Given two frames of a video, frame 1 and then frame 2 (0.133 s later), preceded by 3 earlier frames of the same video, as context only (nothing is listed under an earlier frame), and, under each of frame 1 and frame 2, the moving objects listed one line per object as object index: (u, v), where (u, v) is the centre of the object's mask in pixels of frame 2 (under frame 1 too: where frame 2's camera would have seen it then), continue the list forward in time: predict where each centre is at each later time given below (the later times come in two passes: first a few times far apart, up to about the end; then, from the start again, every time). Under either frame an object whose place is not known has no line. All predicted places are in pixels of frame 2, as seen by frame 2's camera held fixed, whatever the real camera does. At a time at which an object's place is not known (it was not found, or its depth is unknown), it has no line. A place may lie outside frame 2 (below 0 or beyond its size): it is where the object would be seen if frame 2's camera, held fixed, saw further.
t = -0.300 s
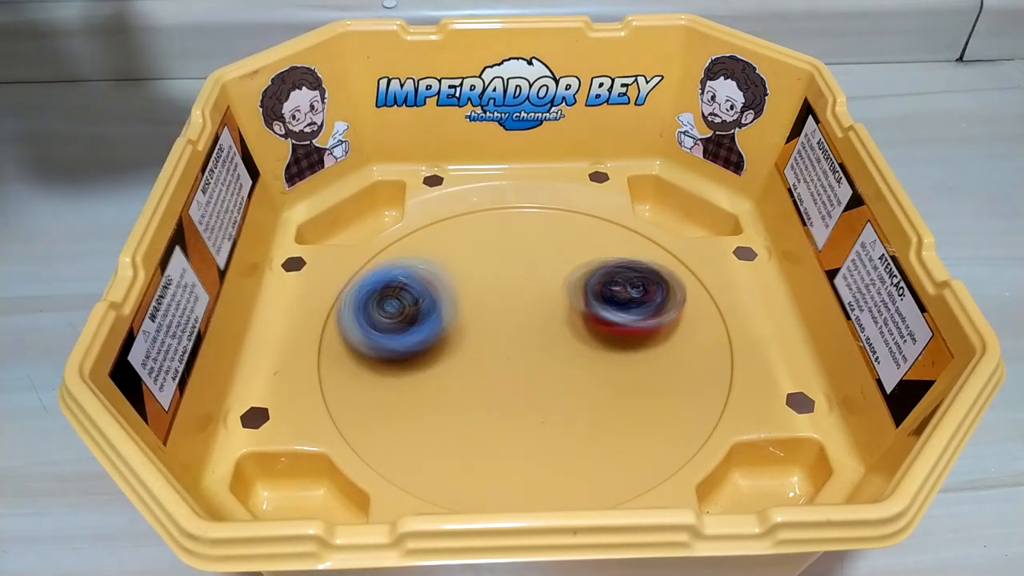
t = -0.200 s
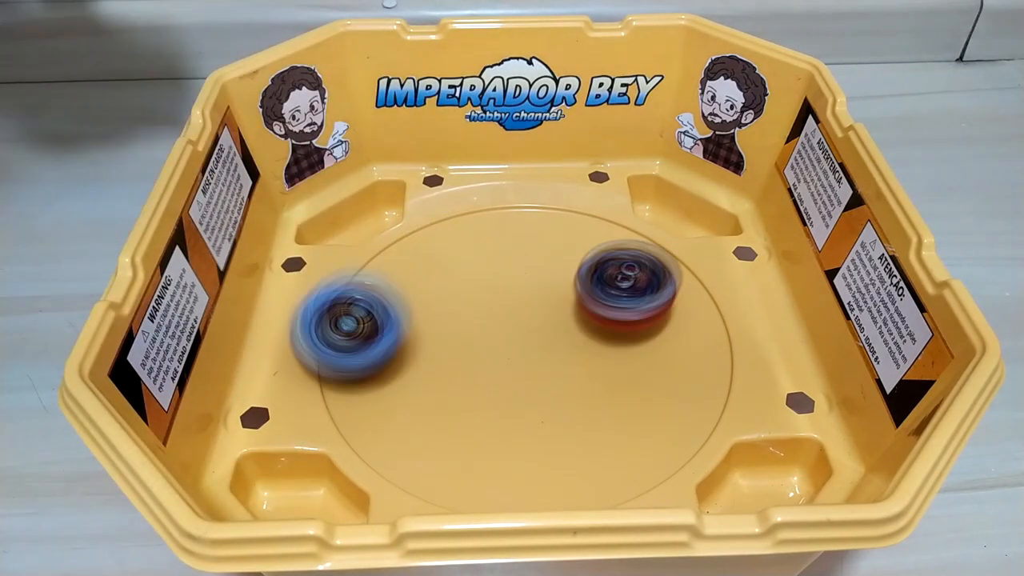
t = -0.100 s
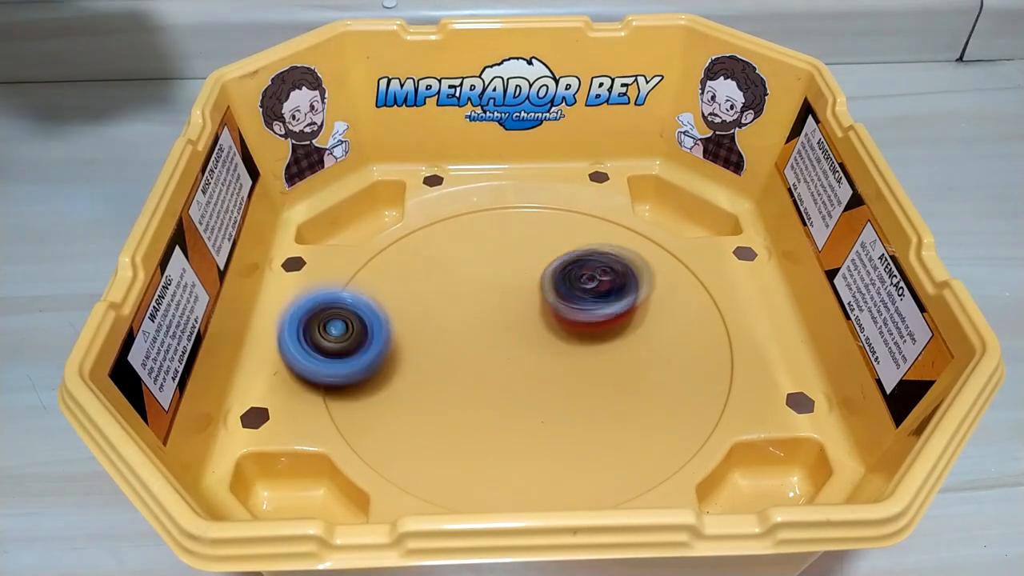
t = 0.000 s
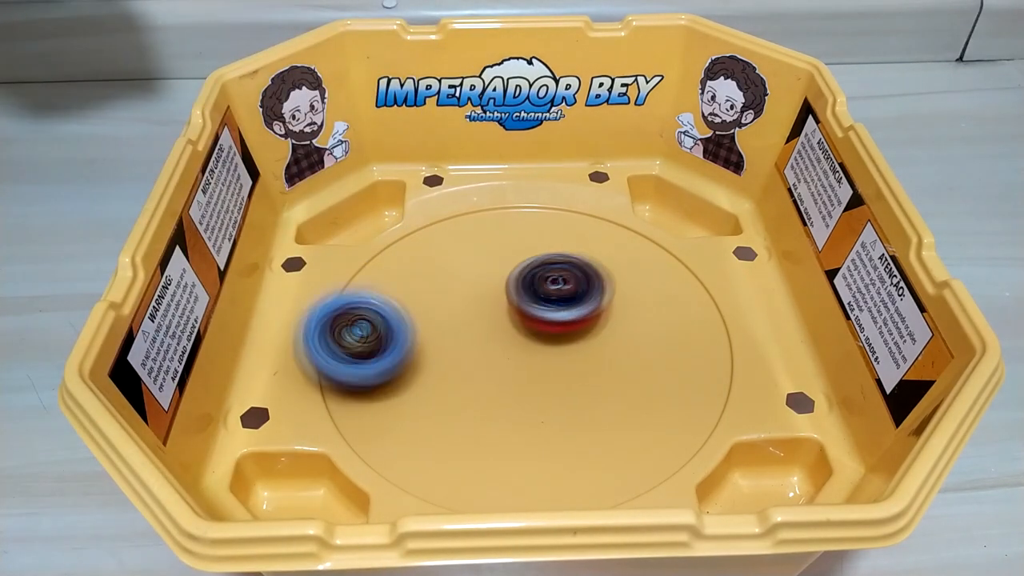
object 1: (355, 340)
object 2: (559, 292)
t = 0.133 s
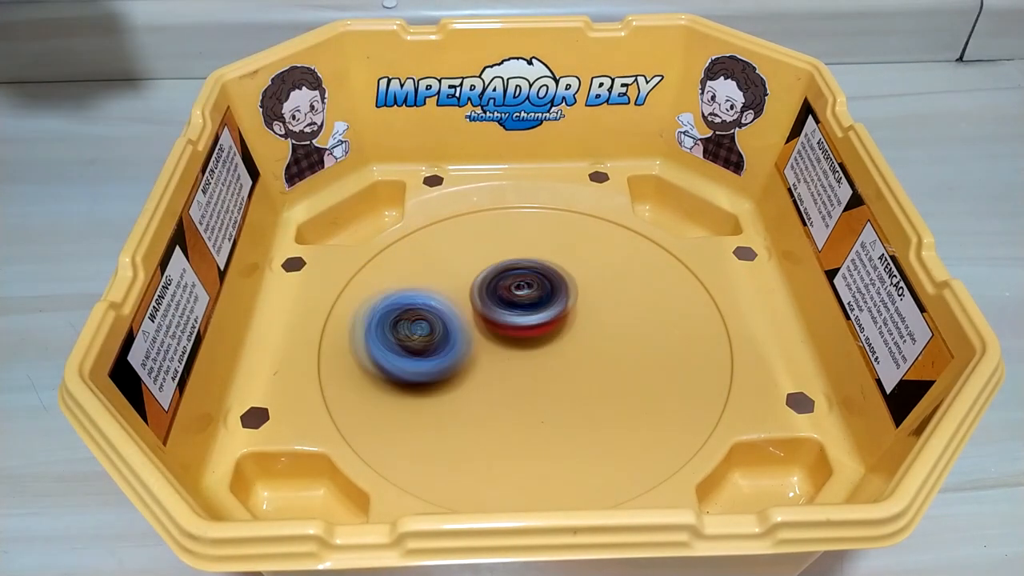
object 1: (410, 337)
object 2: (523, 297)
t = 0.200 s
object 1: (411, 350)
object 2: (536, 274)
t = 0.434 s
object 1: (358, 402)
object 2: (544, 199)
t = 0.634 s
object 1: (377, 344)
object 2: (508, 220)
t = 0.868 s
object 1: (544, 369)
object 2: (504, 283)
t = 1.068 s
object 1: (613, 447)
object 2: (534, 321)
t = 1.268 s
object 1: (471, 453)
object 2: (574, 345)
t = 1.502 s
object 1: (420, 279)
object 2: (596, 355)
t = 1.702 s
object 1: (619, 201)
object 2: (594, 360)
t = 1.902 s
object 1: (716, 361)
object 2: (566, 359)
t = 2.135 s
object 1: (386, 428)
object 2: (535, 362)
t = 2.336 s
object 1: (389, 217)
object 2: (505, 363)
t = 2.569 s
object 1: (712, 296)
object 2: (477, 359)
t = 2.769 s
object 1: (488, 471)
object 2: (464, 350)
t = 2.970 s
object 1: (337, 276)
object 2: (465, 337)
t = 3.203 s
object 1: (658, 229)
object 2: (470, 324)
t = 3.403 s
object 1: (620, 451)
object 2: (483, 309)
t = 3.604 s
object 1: (327, 368)
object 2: (498, 302)
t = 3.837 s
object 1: (529, 190)
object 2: (527, 305)
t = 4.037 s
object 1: (700, 330)
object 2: (537, 305)
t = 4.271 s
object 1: (415, 454)
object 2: (546, 314)
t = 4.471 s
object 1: (306, 274)
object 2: (550, 326)
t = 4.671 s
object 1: (492, 202)
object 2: (551, 344)
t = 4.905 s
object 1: (718, 319)
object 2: (540, 362)
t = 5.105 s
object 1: (519, 468)
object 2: (527, 365)
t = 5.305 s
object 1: (378, 321)
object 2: (511, 360)
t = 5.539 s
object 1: (568, 198)
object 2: (492, 360)
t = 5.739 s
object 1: (722, 323)
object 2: (493, 358)
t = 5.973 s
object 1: (478, 441)
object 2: (502, 349)
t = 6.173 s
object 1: (354, 284)
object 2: (525, 332)
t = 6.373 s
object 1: (508, 190)
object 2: (538, 316)
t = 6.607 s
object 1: (674, 316)
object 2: (548, 309)
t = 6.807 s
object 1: (514, 453)
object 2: (545, 315)
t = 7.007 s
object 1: (331, 351)
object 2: (541, 310)
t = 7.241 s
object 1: (464, 218)
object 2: (540, 313)
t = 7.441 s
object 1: (652, 275)
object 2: (547, 325)
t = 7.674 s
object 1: (621, 458)
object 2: (533, 345)
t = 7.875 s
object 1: (382, 412)
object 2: (519, 348)
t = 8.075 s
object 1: (406, 263)
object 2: (509, 347)
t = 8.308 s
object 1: (613, 216)
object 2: (505, 352)
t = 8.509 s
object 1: (720, 341)
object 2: (505, 344)
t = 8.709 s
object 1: (538, 455)
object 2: (513, 337)
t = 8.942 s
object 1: (346, 326)
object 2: (512, 322)
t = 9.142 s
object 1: (431, 203)
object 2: (517, 325)
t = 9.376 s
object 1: (634, 236)
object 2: (524, 321)
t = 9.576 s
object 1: (662, 385)
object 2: (535, 327)
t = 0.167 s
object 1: (420, 341)
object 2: (521, 289)
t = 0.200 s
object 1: (411, 350)
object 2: (536, 274)
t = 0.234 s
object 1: (401, 367)
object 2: (553, 262)
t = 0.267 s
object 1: (387, 381)
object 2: (563, 247)
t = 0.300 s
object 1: (377, 392)
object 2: (567, 235)
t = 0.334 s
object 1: (367, 402)
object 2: (564, 224)
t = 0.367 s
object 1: (360, 405)
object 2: (560, 212)
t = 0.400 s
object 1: (357, 406)
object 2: (551, 204)
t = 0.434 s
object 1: (358, 402)
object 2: (544, 199)
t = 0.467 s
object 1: (361, 394)
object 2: (537, 198)
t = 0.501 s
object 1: (363, 384)
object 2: (530, 200)
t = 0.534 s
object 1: (366, 374)
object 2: (523, 203)
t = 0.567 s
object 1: (368, 364)
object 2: (517, 206)
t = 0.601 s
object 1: (371, 354)
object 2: (512, 213)
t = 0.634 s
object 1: (377, 344)
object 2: (508, 220)
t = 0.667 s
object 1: (395, 337)
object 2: (504, 227)
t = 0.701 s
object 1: (416, 336)
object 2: (501, 236)
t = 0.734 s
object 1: (442, 338)
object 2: (500, 245)
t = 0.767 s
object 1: (468, 342)
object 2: (499, 255)
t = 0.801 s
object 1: (494, 349)
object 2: (499, 263)
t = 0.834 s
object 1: (520, 359)
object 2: (500, 274)
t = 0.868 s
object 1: (544, 369)
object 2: (504, 283)
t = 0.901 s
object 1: (566, 381)
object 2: (507, 292)
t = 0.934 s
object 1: (579, 391)
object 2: (510, 299)
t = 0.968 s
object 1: (595, 404)
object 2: (515, 306)
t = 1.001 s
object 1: (607, 418)
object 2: (521, 312)
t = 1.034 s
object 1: (613, 433)
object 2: (527, 317)
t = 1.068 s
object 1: (613, 447)
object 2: (534, 321)
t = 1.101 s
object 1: (606, 458)
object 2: (540, 325)
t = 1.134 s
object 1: (591, 465)
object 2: (548, 330)
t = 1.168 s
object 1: (563, 467)
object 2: (556, 335)
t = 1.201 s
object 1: (535, 465)
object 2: (562, 339)
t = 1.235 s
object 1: (504, 461)
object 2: (569, 342)
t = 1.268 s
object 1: (471, 453)
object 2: (574, 345)
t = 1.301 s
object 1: (438, 439)
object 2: (579, 348)
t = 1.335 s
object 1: (408, 417)
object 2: (584, 351)
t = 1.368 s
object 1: (390, 389)
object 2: (587, 353)
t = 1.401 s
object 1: (384, 360)
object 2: (591, 354)
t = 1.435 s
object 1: (387, 331)
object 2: (593, 354)
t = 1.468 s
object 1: (400, 305)
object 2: (595, 355)
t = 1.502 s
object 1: (420, 279)
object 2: (596, 355)
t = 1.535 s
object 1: (445, 257)
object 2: (598, 356)
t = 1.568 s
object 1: (475, 239)
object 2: (598, 356)
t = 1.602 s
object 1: (507, 224)
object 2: (598, 357)
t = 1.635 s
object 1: (543, 213)
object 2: (598, 358)
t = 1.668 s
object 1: (581, 204)
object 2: (596, 359)
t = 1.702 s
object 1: (619, 201)
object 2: (594, 360)
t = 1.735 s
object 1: (650, 208)
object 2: (591, 360)
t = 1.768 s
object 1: (676, 231)
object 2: (587, 361)
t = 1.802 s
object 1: (696, 257)
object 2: (582, 361)
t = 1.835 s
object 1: (717, 289)
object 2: (576, 360)
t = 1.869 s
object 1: (719, 321)
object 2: (571, 360)
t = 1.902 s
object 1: (716, 361)
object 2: (566, 359)
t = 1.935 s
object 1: (703, 394)
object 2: (561, 358)
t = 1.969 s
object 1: (666, 431)
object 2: (556, 358)
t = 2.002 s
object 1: (615, 458)
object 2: (552, 359)
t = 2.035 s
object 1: (550, 468)
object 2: (548, 359)
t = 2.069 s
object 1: (485, 468)
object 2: (543, 360)
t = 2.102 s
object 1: (430, 454)
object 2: (540, 361)
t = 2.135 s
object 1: (386, 428)
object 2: (535, 362)
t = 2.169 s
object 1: (353, 396)
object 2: (532, 363)
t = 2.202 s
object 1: (330, 358)
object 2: (527, 364)
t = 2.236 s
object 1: (322, 318)
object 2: (522, 365)
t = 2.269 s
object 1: (329, 281)
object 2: (516, 365)
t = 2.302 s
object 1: (355, 248)
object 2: (511, 366)
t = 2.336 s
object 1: (389, 217)
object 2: (505, 363)
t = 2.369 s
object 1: (434, 199)
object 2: (501, 364)
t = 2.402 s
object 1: (484, 187)
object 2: (497, 362)
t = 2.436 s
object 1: (540, 186)
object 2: (493, 361)
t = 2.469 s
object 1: (593, 196)
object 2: (489, 361)
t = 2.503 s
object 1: (644, 217)
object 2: (485, 360)
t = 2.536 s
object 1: (685, 251)
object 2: (481, 360)
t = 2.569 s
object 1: (712, 296)
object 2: (477, 359)
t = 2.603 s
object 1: (718, 344)
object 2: (474, 358)
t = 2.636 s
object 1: (702, 394)
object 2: (470, 356)
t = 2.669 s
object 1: (664, 436)
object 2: (468, 355)
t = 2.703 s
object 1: (613, 461)
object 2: (465, 354)
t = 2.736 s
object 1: (553, 470)
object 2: (464, 352)
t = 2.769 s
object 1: (488, 471)
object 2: (464, 350)
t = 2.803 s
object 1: (426, 464)
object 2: (465, 348)
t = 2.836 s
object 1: (375, 437)
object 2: (465, 346)
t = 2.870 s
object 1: (339, 401)
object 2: (465, 344)
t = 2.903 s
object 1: (321, 358)
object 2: (465, 341)
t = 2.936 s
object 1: (320, 316)
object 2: (465, 339)
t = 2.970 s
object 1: (337, 276)
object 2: (465, 337)
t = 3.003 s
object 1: (368, 238)
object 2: (466, 335)
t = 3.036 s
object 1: (409, 214)
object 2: (467, 333)
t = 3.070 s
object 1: (457, 197)
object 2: (468, 332)
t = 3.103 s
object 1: (513, 191)
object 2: (468, 330)
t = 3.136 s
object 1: (563, 192)
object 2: (469, 328)
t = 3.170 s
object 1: (614, 206)
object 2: (469, 326)
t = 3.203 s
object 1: (658, 229)
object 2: (470, 324)
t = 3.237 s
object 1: (690, 264)
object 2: (471, 322)
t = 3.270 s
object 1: (709, 302)
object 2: (473, 318)
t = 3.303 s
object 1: (713, 341)
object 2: (475, 315)
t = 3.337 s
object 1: (699, 383)
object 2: (478, 313)
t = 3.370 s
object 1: (669, 419)
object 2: (481, 311)
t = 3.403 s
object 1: (620, 451)
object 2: (483, 309)
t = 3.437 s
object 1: (563, 464)
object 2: (484, 308)
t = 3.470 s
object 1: (497, 467)
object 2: (486, 306)
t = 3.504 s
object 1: (437, 463)
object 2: (489, 306)
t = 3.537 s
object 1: (381, 444)
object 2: (492, 304)
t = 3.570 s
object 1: (351, 408)
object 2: (496, 303)
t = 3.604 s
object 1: (327, 368)
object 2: (498, 302)
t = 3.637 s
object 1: (326, 325)
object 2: (502, 303)
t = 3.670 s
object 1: (337, 284)
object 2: (504, 303)
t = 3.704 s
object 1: (364, 249)
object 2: (508, 302)
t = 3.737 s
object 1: (400, 224)
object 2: (512, 302)
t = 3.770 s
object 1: (439, 205)
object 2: (518, 304)
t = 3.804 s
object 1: (483, 194)
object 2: (522, 304)
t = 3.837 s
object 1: (529, 190)
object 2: (527, 305)
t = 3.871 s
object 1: (572, 195)
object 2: (530, 306)
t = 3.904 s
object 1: (610, 208)
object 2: (532, 305)
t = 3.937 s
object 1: (645, 229)
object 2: (533, 304)
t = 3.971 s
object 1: (673, 258)
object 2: (533, 304)
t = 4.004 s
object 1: (691, 293)
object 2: (535, 305)
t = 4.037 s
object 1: (700, 330)
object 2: (537, 305)
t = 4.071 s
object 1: (692, 372)
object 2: (541, 306)
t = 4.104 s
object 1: (671, 410)
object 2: (543, 306)
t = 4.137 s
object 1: (637, 445)
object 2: (544, 306)
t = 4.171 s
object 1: (587, 464)
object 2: (544, 308)
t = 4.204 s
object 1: (528, 472)
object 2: (544, 311)
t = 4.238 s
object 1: (469, 468)
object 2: (545, 313)
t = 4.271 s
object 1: (415, 454)
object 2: (546, 314)
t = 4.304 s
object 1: (370, 426)
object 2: (547, 318)
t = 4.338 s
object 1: (338, 393)
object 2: (547, 318)
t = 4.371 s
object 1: (310, 357)
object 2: (548, 322)
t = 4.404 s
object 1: (291, 328)
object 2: (548, 323)
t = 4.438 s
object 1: (285, 298)
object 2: (549, 325)
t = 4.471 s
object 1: (306, 274)
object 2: (550, 326)
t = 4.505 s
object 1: (329, 251)
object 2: (552, 330)
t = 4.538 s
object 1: (355, 233)
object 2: (552, 334)
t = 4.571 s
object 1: (384, 219)
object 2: (552, 335)
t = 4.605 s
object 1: (415, 213)
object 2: (552, 339)
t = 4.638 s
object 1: (451, 205)
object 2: (552, 341)
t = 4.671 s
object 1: (492, 202)
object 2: (551, 344)
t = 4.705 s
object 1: (535, 204)
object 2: (549, 348)
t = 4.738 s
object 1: (575, 209)
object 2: (547, 349)
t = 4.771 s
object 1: (617, 220)
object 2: (545, 351)
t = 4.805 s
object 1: (656, 234)
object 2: (544, 353)
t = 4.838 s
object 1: (691, 254)
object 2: (544, 356)
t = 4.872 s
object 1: (717, 280)
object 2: (542, 359)
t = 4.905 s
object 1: (718, 319)
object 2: (540, 362)
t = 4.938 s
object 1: (717, 358)
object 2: (539, 364)
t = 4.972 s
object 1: (707, 394)
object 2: (536, 366)
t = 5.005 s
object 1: (671, 429)
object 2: (533, 367)
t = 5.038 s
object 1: (629, 456)
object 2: (530, 366)
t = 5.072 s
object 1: (574, 466)
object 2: (528, 366)
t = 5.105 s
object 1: (519, 468)
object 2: (527, 365)
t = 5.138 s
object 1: (469, 463)
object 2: (526, 363)
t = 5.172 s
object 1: (426, 443)
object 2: (525, 362)
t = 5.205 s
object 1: (397, 417)
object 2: (522, 360)
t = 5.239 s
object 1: (379, 385)
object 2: (520, 360)
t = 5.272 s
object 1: (373, 352)
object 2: (515, 360)
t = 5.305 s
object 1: (378, 321)
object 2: (511, 360)
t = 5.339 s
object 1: (390, 293)
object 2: (508, 360)
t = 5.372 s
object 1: (410, 267)
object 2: (505, 360)
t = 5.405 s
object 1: (435, 244)
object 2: (504, 360)
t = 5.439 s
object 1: (464, 227)
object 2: (502, 360)
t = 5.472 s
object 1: (496, 213)
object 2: (499, 360)
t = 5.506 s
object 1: (531, 203)
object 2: (496, 360)
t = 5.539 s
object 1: (568, 198)
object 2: (492, 360)
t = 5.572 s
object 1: (604, 199)
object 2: (490, 360)
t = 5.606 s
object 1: (636, 213)
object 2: (489, 359)
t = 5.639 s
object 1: (664, 238)
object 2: (489, 358)
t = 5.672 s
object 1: (691, 264)
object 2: (491, 358)
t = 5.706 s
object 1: (712, 291)
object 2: (491, 358)
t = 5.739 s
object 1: (722, 323)
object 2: (493, 358)
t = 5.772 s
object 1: (717, 356)
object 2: (493, 359)
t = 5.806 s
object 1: (700, 387)
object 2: (492, 359)
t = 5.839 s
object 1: (667, 417)
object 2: (493, 359)
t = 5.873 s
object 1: (625, 437)
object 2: (493, 358)
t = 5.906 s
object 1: (578, 449)
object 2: (496, 355)
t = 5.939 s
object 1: (527, 449)
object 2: (499, 352)
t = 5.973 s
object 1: (478, 441)
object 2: (502, 349)
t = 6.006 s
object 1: (437, 423)
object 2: (507, 347)
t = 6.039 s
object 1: (404, 401)
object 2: (511, 345)
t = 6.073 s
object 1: (379, 374)
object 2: (514, 341)
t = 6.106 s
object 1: (362, 345)
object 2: (518, 338)
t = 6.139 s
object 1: (354, 314)
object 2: (522, 335)
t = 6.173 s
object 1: (354, 284)
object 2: (525, 332)
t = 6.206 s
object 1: (363, 256)
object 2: (527, 330)
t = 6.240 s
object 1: (379, 232)
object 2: (529, 327)
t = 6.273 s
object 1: (403, 216)
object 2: (530, 324)
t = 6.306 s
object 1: (436, 204)
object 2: (533, 321)
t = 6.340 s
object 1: (470, 192)
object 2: (535, 319)
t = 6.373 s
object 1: (508, 190)
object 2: (538, 316)
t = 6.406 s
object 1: (545, 192)
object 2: (540, 315)
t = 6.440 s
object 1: (578, 199)
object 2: (541, 313)
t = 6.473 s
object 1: (610, 214)
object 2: (542, 312)
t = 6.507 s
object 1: (636, 234)
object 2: (544, 312)
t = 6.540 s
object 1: (654, 257)
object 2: (545, 309)
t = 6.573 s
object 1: (669, 284)
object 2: (547, 309)
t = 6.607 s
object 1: (674, 316)
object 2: (548, 309)
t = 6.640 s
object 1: (668, 349)
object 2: (547, 310)
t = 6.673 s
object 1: (656, 376)
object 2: (546, 310)
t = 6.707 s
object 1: (630, 406)
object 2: (544, 312)
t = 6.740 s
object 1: (596, 428)
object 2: (544, 313)
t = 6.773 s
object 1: (558, 444)
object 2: (545, 314)
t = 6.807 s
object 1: (514, 453)
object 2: (545, 315)
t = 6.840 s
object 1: (469, 453)
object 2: (545, 316)
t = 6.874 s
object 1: (424, 444)
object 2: (545, 315)
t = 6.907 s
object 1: (385, 427)
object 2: (544, 314)
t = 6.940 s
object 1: (354, 407)
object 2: (543, 312)
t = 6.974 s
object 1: (335, 380)
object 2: (543, 310)
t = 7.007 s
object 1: (331, 351)
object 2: (541, 310)
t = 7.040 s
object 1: (330, 321)
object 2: (538, 310)
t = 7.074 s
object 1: (337, 293)
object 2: (537, 311)
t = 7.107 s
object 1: (352, 269)
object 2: (537, 312)
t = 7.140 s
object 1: (373, 248)
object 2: (537, 311)
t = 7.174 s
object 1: (401, 234)
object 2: (538, 311)
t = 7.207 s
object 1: (430, 223)
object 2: (539, 312)
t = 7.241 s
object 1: (464, 218)
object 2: (540, 313)
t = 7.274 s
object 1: (497, 216)
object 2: (541, 313)
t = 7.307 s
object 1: (532, 219)
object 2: (543, 315)
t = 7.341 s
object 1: (564, 227)
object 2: (544, 316)
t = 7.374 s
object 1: (597, 239)
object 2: (546, 318)
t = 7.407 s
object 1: (625, 255)
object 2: (548, 321)
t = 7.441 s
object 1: (652, 275)
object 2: (547, 325)
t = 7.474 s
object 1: (670, 298)
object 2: (544, 329)
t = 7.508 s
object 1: (685, 323)
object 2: (541, 333)
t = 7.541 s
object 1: (692, 353)
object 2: (539, 336)
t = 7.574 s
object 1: (690, 381)
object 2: (537, 338)
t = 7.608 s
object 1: (677, 412)
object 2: (536, 340)
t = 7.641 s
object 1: (655, 438)
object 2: (535, 343)
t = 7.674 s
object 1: (621, 458)
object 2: (533, 345)
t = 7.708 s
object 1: (581, 466)
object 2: (531, 347)
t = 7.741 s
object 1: (529, 470)
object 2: (529, 348)
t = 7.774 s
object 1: (482, 468)
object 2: (526, 349)
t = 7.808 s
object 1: (441, 458)
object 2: (523, 349)
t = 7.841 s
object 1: (407, 438)
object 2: (521, 348)
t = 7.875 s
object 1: (382, 412)
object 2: (519, 348)
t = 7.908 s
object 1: (368, 385)
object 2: (516, 348)
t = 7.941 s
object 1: (360, 359)
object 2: (514, 348)
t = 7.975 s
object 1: (362, 331)
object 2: (512, 348)
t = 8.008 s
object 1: (373, 307)
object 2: (510, 348)
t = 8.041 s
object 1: (387, 284)
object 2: (508, 347)
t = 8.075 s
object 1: (406, 263)
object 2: (509, 347)
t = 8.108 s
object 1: (431, 246)
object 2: (509, 347)
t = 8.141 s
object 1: (457, 232)
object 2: (509, 348)
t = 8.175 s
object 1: (485, 220)
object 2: (510, 350)
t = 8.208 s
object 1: (518, 214)
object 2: (509, 352)
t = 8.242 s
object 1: (549, 210)
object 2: (508, 354)
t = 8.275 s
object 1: (581, 211)
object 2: (506, 353)
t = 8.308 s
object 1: (613, 216)
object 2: (505, 352)
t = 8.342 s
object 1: (640, 225)
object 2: (503, 351)
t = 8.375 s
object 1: (667, 241)
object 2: (502, 350)
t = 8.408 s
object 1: (690, 260)
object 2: (501, 348)
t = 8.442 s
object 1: (708, 285)
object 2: (502, 346)
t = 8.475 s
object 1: (722, 312)
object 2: (504, 345)
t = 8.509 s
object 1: (720, 341)
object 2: (505, 344)
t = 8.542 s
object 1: (709, 371)
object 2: (507, 342)
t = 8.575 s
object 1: (690, 396)
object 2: (509, 342)
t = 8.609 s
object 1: (658, 422)
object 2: (510, 341)
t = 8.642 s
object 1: (624, 441)
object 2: (511, 339)
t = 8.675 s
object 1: (582, 451)
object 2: (512, 338)
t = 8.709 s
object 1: (538, 455)
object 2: (513, 337)
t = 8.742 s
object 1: (493, 452)
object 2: (513, 337)
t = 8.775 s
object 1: (455, 440)
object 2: (512, 335)
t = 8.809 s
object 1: (420, 422)
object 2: (511, 332)
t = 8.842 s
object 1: (390, 401)
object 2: (511, 330)
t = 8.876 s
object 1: (368, 379)
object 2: (510, 327)
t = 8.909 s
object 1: (353, 352)
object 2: (511, 324)
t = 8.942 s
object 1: (346, 326)
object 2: (512, 322)
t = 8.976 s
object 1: (346, 300)
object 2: (515, 322)
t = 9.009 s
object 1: (352, 274)
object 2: (517, 322)
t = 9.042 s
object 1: (364, 250)
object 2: (517, 323)
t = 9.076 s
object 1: (382, 231)
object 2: (517, 323)
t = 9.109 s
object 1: (405, 216)
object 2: (517, 324)
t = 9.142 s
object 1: (431, 203)
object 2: (517, 325)
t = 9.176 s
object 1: (459, 195)
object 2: (517, 325)
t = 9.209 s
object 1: (491, 190)
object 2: (517, 324)
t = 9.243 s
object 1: (524, 191)
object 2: (517, 323)
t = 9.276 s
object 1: (554, 195)
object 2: (518, 323)
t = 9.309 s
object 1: (583, 203)
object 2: (520, 323)
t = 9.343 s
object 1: (610, 218)
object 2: (521, 322)
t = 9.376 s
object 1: (634, 236)
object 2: (524, 321)
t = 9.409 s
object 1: (653, 255)
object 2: (527, 322)
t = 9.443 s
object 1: (666, 277)
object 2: (530, 323)
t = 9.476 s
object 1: (675, 303)
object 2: (532, 323)
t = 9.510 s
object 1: (680, 329)
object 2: (534, 324)
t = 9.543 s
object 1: (675, 356)
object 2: (536, 327)
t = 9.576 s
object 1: (662, 385)
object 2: (535, 327)
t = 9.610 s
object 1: (645, 409)
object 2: (534, 326)
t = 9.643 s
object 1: (621, 431)
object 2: (535, 325)
